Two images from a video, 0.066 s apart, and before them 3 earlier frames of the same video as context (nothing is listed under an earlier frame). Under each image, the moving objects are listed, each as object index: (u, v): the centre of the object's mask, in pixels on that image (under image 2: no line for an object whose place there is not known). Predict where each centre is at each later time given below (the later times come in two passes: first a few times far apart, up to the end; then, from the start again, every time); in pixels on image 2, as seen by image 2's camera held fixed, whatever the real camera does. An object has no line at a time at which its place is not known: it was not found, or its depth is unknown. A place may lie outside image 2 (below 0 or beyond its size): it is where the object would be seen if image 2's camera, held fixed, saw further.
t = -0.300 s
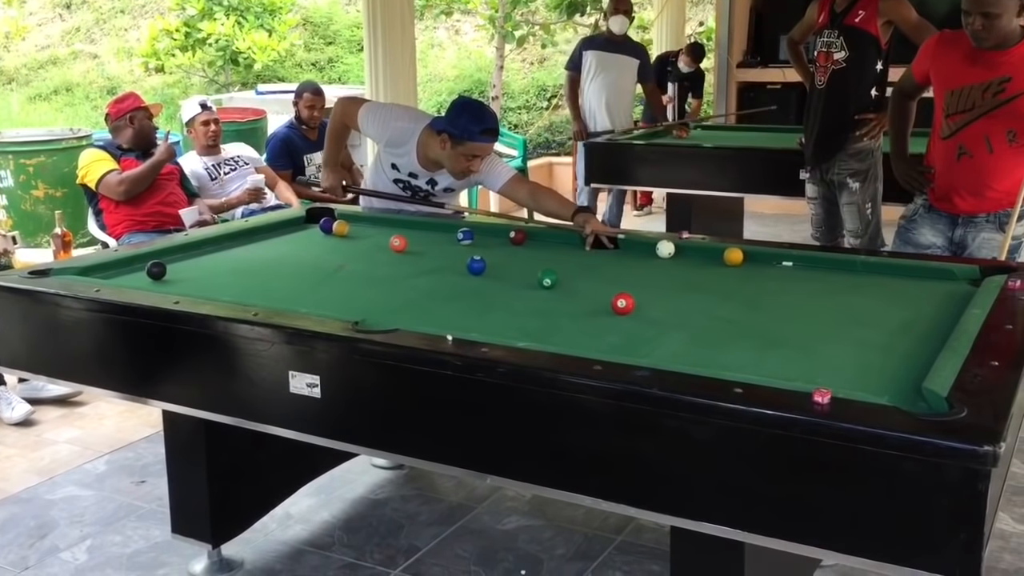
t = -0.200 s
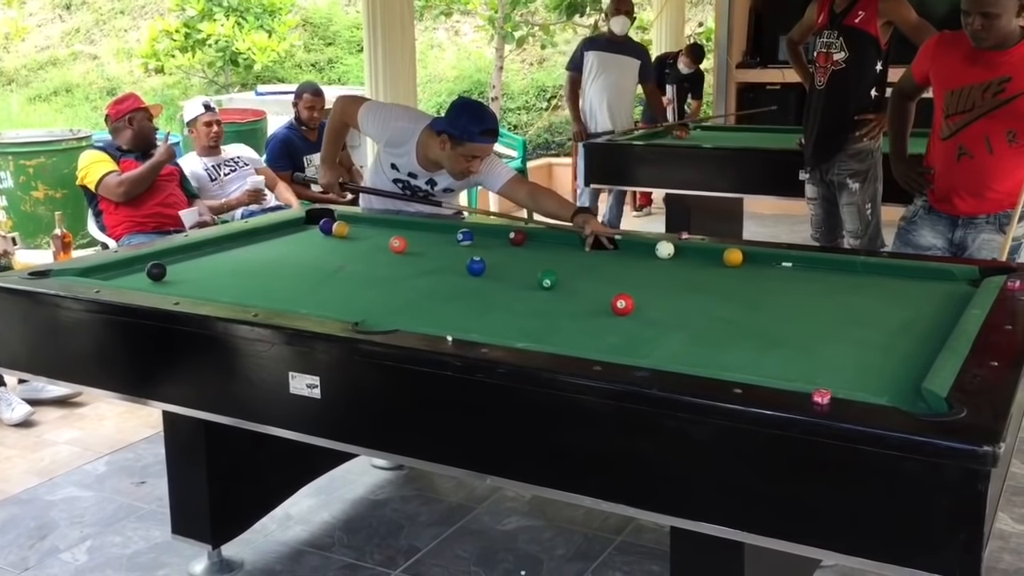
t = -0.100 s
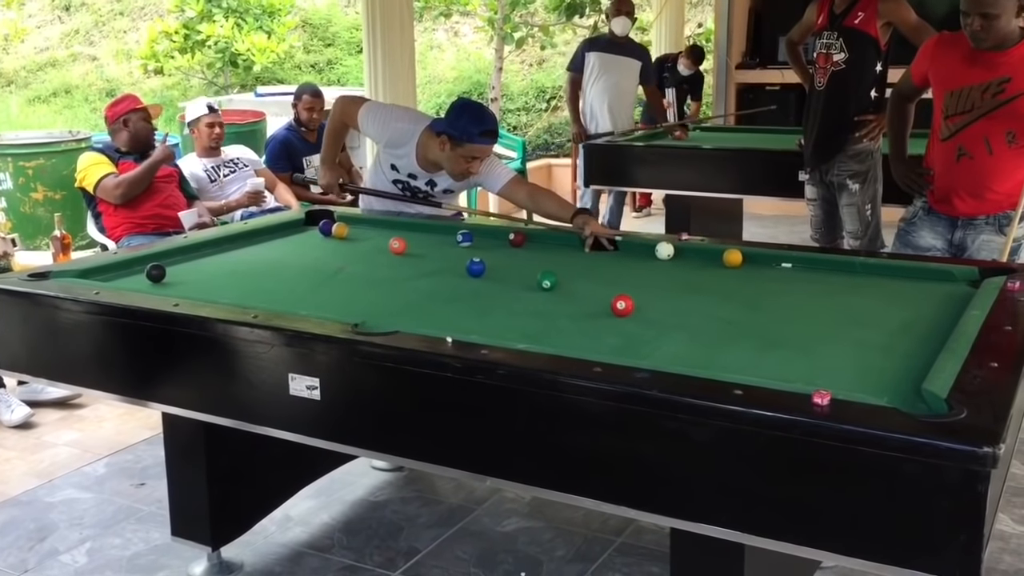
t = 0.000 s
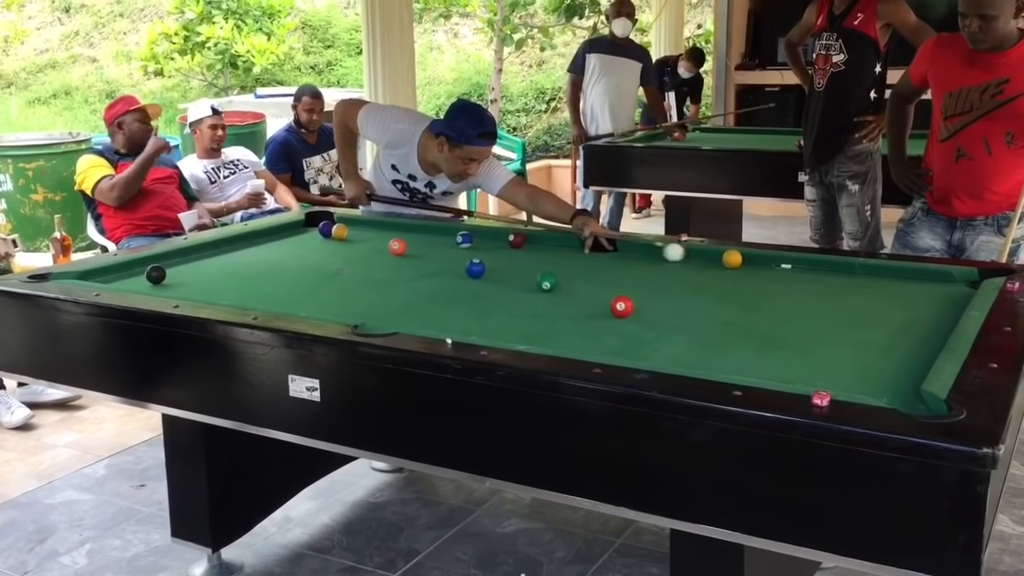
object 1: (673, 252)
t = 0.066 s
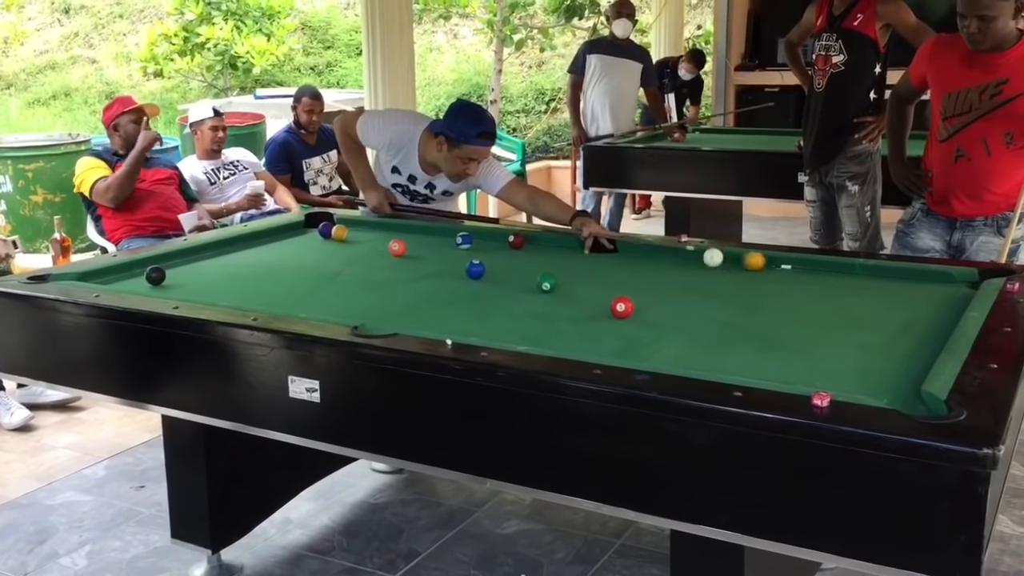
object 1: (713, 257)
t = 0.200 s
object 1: (721, 265)
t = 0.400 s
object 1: (768, 278)
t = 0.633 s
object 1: (834, 295)
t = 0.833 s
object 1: (898, 311)
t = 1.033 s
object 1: (932, 323)
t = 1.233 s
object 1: (882, 325)
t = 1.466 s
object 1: (824, 327)
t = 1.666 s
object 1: (777, 329)
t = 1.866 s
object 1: (731, 330)
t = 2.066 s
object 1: (687, 331)
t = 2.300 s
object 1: (637, 333)
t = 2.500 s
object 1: (596, 334)
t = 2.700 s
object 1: (557, 335)
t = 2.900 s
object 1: (520, 335)
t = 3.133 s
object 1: (478, 333)
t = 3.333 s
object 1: (461, 331)
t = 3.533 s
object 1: (450, 328)
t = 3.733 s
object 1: (441, 325)
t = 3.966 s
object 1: (432, 322)
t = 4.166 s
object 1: (426, 320)
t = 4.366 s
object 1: (421, 317)
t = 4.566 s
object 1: (415, 315)
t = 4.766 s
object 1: (411, 313)
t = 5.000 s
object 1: (407, 310)
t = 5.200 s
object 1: (404, 309)
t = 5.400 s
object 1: (402, 308)
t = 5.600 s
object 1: (400, 306)
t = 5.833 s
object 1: (399, 306)
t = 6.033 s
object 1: (399, 305)
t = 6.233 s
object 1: (399, 305)
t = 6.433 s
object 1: (399, 306)
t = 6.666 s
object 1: (399, 306)
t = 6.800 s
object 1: (399, 306)
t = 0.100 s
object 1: (713, 259)
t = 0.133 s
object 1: (715, 262)
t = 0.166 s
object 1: (717, 263)
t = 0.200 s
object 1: (721, 265)
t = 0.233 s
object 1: (726, 267)
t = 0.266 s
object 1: (733, 269)
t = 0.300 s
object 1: (742, 271)
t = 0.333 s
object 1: (750, 273)
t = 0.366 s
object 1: (759, 276)
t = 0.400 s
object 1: (768, 278)
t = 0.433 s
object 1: (777, 280)
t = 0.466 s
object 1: (786, 283)
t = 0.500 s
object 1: (795, 285)
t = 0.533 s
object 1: (805, 287)
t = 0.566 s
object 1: (814, 290)
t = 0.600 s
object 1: (824, 292)
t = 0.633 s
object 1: (834, 295)
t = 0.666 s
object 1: (845, 297)
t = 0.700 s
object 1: (855, 300)
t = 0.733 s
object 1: (865, 303)
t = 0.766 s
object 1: (876, 305)
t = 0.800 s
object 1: (887, 308)
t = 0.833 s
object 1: (898, 311)
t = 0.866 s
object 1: (910, 314)
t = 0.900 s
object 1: (921, 316)
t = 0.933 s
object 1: (933, 319)
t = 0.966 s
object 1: (945, 322)
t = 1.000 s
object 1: (940, 323)
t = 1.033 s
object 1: (932, 323)
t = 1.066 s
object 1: (924, 324)
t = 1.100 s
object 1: (915, 324)
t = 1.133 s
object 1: (907, 324)
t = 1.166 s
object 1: (898, 325)
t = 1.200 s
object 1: (890, 325)
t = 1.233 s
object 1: (882, 325)
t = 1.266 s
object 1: (873, 325)
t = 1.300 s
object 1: (865, 326)
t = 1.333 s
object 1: (857, 326)
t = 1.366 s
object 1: (849, 326)
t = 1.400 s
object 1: (840, 327)
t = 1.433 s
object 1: (832, 327)
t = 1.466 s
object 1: (824, 327)
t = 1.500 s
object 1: (816, 327)
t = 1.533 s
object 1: (808, 328)
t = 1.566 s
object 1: (800, 328)
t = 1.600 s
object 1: (792, 328)
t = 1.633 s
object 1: (784, 328)
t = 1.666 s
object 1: (777, 329)
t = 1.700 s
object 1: (769, 329)
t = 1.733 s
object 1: (761, 329)
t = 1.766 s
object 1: (754, 329)
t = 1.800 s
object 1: (746, 329)
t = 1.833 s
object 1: (738, 330)
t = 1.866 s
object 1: (731, 330)
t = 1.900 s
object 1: (723, 330)
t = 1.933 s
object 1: (716, 330)
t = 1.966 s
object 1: (708, 331)
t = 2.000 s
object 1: (701, 331)
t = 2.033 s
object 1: (694, 331)
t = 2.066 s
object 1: (687, 331)
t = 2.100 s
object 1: (679, 331)
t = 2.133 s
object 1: (672, 332)
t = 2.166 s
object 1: (665, 332)
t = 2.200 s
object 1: (658, 332)
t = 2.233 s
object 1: (651, 332)
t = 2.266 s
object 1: (644, 333)
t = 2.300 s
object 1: (637, 333)
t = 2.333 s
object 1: (630, 333)
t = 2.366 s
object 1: (623, 333)
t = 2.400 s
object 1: (617, 333)
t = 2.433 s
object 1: (610, 333)
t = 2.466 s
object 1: (603, 334)
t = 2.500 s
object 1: (596, 334)
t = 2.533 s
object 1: (590, 334)
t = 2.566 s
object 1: (583, 334)
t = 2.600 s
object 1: (576, 335)
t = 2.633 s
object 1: (570, 335)
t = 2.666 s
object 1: (563, 335)
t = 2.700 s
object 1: (557, 335)
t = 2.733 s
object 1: (551, 335)
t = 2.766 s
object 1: (545, 335)
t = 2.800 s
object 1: (538, 336)
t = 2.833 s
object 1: (532, 336)
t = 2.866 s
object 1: (526, 336)
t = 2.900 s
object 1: (520, 335)
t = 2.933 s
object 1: (514, 335)
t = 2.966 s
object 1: (507, 335)
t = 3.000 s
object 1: (502, 334)
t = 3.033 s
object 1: (495, 334)
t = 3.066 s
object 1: (490, 334)
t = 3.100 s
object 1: (484, 334)
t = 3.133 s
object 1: (478, 333)
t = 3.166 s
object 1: (473, 333)
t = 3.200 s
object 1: (468, 333)
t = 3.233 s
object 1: (466, 332)
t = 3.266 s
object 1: (465, 332)
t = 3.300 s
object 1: (463, 331)
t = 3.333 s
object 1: (461, 331)
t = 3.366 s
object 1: (459, 330)
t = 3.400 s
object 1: (457, 330)
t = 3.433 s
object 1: (456, 329)
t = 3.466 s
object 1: (454, 329)
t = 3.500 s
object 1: (452, 328)
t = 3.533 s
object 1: (450, 328)
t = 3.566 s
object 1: (449, 327)
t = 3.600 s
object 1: (447, 327)
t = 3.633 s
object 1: (446, 326)
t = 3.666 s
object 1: (444, 326)
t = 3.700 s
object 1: (443, 326)
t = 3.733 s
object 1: (441, 325)
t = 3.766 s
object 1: (440, 325)
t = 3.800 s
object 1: (439, 324)
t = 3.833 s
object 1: (437, 324)
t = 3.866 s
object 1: (436, 323)
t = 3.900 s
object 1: (435, 323)
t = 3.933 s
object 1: (434, 322)
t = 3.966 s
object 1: (432, 322)
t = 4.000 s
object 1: (431, 322)
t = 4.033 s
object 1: (430, 321)
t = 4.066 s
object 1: (429, 321)
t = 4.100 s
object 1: (428, 321)
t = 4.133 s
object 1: (427, 320)
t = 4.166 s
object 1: (426, 320)
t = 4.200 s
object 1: (425, 319)
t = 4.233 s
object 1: (424, 319)
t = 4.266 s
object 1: (423, 318)
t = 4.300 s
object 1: (422, 318)
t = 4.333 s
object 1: (421, 317)
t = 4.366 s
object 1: (421, 317)
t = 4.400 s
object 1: (420, 317)
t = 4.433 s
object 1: (419, 316)
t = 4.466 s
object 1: (418, 316)
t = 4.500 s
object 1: (417, 315)
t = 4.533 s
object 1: (416, 315)
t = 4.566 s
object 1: (415, 315)
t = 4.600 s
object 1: (415, 314)
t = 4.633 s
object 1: (414, 314)
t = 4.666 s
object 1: (413, 314)
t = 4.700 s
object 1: (413, 314)
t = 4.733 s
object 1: (412, 313)
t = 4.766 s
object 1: (411, 313)
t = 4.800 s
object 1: (410, 312)
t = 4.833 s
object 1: (410, 312)
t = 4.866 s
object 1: (409, 312)
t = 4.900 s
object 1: (409, 311)
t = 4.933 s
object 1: (408, 311)
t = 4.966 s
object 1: (408, 311)
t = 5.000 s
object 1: (407, 310)
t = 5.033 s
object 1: (406, 310)
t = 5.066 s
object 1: (406, 310)
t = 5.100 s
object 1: (406, 310)
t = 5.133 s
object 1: (405, 310)
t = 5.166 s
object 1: (405, 309)
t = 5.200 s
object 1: (404, 309)
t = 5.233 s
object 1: (404, 309)
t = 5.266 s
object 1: (403, 309)
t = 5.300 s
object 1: (403, 308)
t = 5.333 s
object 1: (403, 308)
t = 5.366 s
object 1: (402, 308)
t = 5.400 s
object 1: (402, 308)
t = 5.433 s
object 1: (402, 307)
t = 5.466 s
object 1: (401, 307)
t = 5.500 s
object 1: (401, 307)
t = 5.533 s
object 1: (401, 307)
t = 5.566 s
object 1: (400, 307)
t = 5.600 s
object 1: (400, 306)
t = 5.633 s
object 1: (400, 307)
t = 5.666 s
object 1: (400, 306)
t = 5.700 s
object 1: (400, 306)
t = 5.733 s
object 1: (400, 306)
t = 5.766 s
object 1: (400, 306)
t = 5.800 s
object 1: (399, 306)
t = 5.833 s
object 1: (399, 306)
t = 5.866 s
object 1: (399, 306)
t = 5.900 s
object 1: (399, 306)
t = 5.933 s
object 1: (399, 305)
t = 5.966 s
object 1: (399, 305)
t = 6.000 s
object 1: (399, 305)
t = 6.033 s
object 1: (399, 305)
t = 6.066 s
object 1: (399, 305)
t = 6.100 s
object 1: (399, 305)
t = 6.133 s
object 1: (399, 306)
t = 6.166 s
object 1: (399, 305)
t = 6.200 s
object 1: (399, 306)
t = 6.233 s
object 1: (399, 305)
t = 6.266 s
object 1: (399, 305)
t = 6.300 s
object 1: (399, 306)
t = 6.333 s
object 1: (399, 306)
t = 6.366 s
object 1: (400, 306)
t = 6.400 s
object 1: (400, 306)
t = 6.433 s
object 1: (399, 306)
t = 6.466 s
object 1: (400, 306)
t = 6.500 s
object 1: (400, 306)
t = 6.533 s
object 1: (399, 306)
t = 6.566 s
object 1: (399, 306)
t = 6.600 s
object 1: (399, 306)
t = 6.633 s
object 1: (399, 306)
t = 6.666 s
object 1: (399, 306)
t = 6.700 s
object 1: (399, 306)
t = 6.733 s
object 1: (399, 306)
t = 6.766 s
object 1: (399, 306)
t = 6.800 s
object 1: (399, 306)
